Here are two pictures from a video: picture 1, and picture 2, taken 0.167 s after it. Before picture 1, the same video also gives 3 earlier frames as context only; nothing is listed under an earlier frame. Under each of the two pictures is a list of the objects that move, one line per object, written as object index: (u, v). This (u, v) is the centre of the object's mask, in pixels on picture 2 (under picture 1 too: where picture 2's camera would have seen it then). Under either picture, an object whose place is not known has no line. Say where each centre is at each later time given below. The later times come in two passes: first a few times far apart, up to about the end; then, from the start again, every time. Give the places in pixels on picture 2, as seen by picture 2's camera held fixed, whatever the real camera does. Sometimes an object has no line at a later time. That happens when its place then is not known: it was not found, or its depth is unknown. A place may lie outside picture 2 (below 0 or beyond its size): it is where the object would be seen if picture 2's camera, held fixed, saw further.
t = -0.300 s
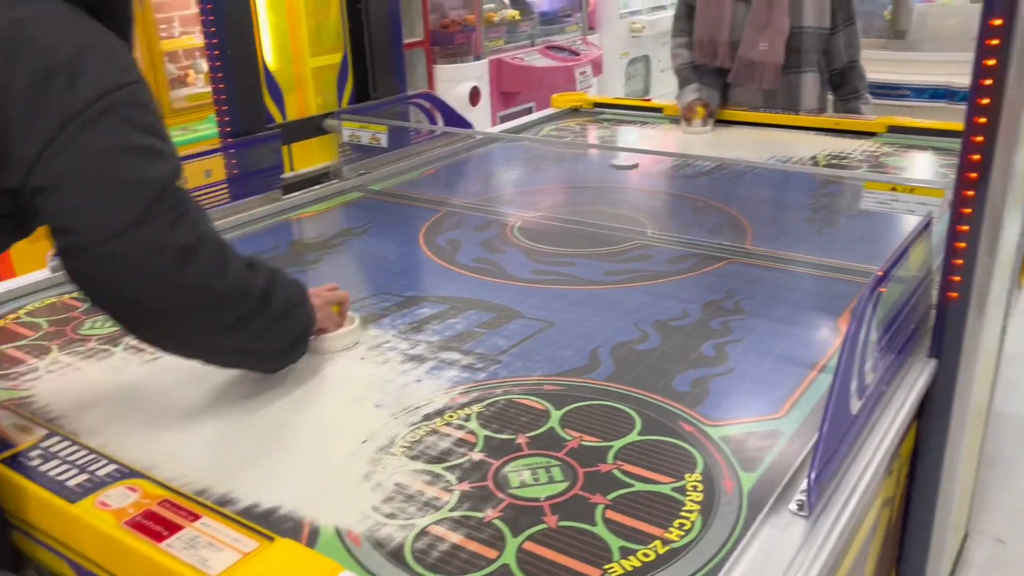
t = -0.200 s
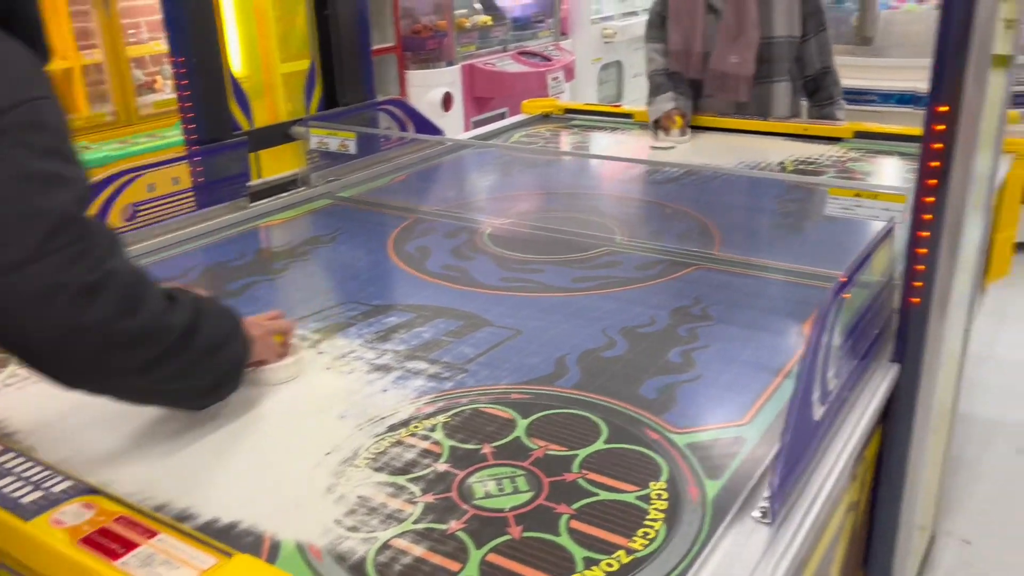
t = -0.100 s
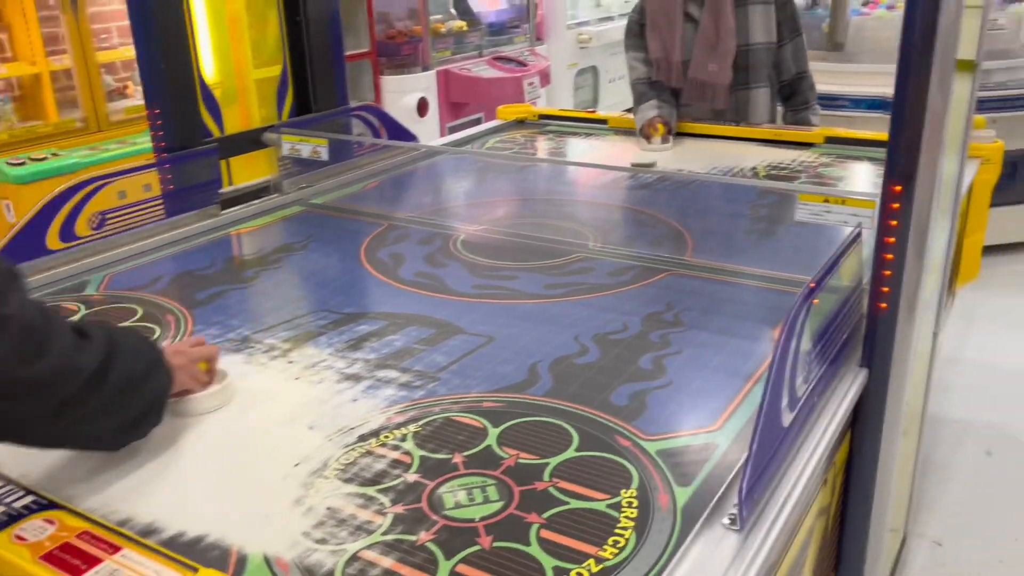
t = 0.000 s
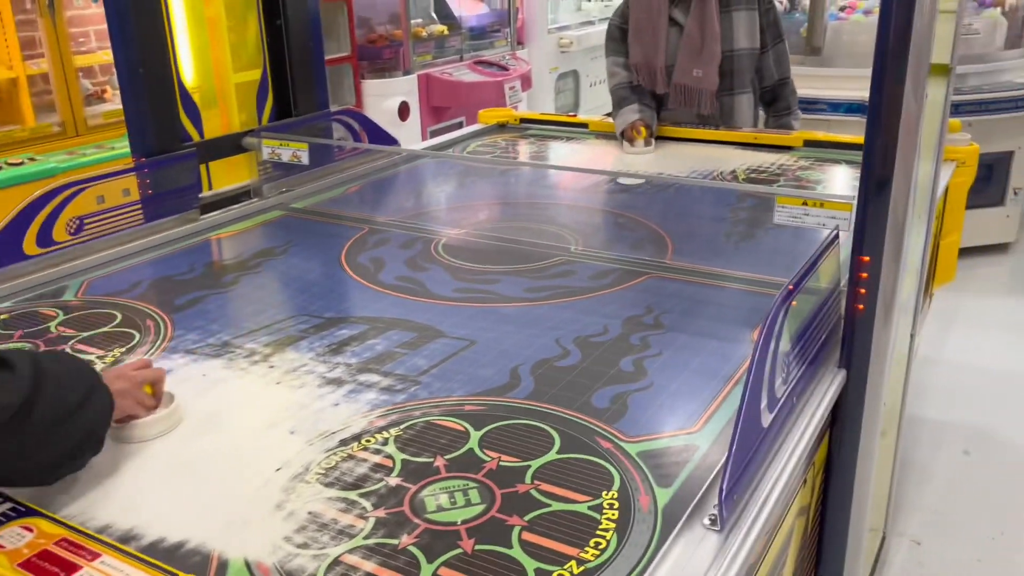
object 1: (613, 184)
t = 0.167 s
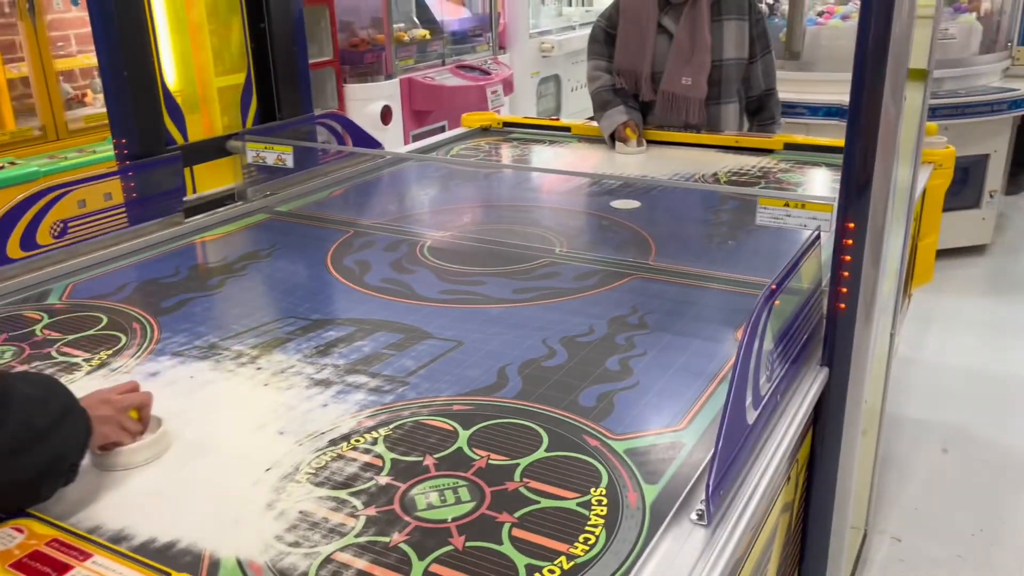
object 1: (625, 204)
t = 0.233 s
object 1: (630, 213)
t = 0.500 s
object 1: (646, 244)
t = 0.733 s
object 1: (656, 262)
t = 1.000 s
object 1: (659, 271)
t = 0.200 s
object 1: (628, 209)
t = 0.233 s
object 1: (630, 213)
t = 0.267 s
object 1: (632, 217)
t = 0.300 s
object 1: (634, 221)
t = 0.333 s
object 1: (636, 225)
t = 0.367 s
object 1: (638, 229)
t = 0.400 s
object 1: (641, 233)
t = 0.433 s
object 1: (642, 237)
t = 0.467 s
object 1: (644, 240)
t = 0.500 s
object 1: (646, 244)
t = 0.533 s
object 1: (648, 247)
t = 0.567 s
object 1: (650, 250)
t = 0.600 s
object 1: (651, 253)
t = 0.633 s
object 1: (652, 256)
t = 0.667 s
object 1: (653, 258)
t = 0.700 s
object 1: (655, 260)
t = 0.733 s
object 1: (656, 262)
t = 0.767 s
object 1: (656, 264)
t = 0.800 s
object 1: (657, 266)
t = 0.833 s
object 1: (658, 267)
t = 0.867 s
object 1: (658, 269)
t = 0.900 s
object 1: (659, 270)
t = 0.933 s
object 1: (659, 271)
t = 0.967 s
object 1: (659, 271)
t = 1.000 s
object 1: (659, 271)
